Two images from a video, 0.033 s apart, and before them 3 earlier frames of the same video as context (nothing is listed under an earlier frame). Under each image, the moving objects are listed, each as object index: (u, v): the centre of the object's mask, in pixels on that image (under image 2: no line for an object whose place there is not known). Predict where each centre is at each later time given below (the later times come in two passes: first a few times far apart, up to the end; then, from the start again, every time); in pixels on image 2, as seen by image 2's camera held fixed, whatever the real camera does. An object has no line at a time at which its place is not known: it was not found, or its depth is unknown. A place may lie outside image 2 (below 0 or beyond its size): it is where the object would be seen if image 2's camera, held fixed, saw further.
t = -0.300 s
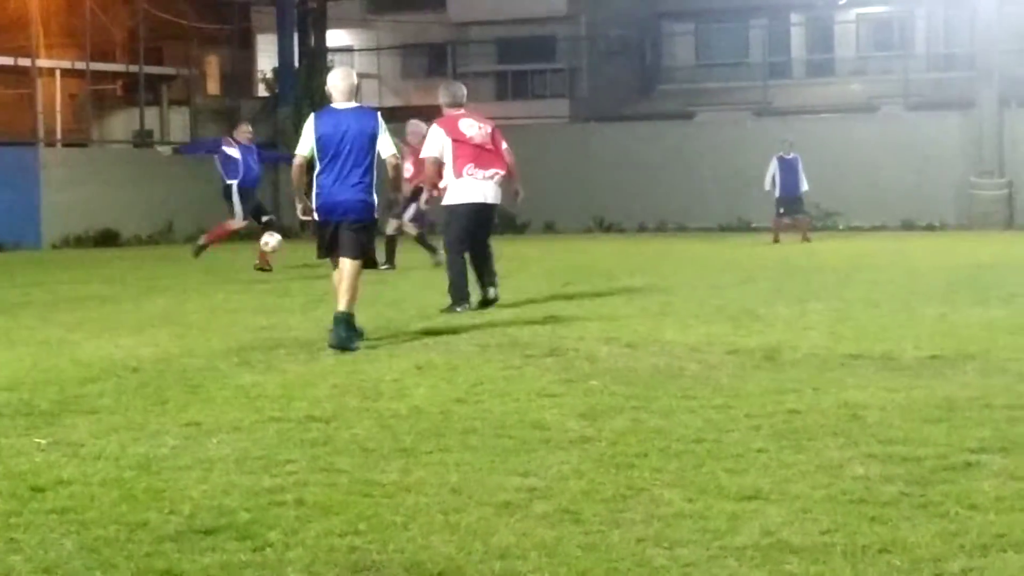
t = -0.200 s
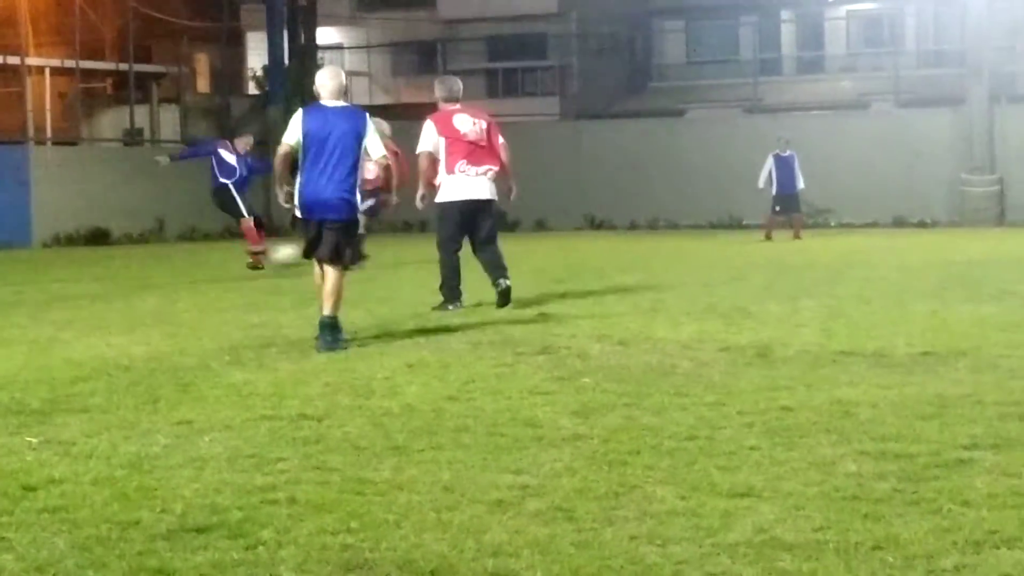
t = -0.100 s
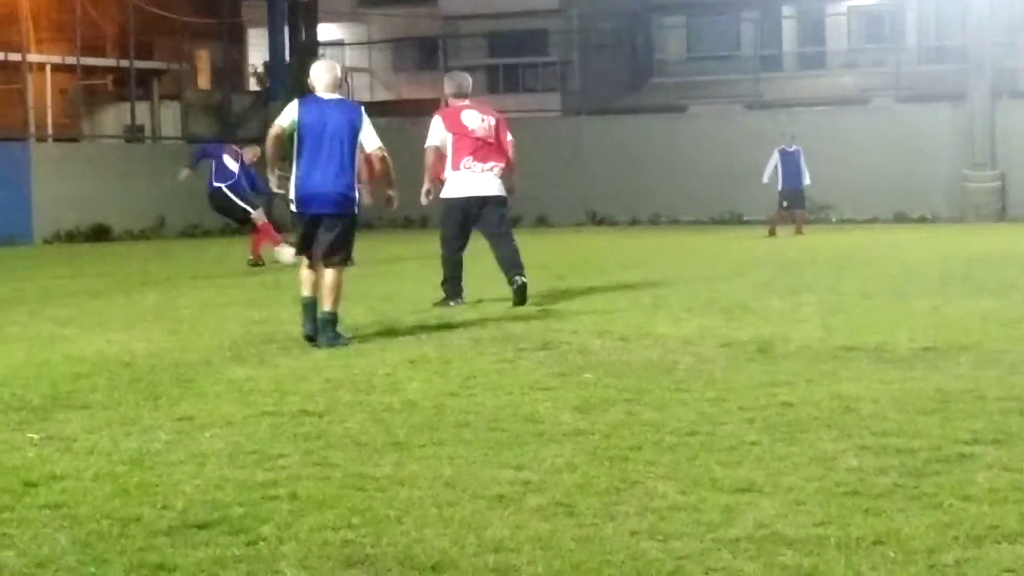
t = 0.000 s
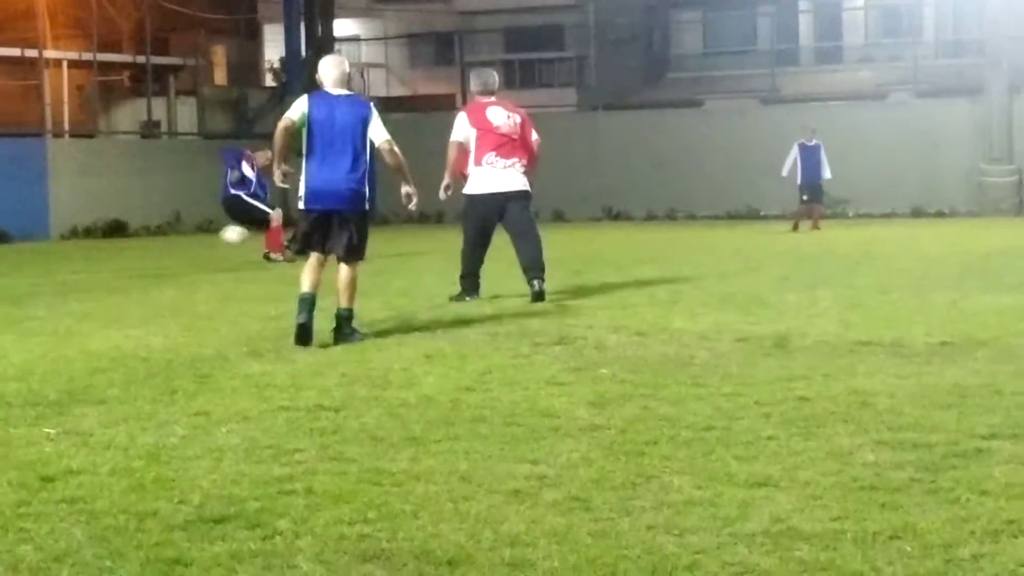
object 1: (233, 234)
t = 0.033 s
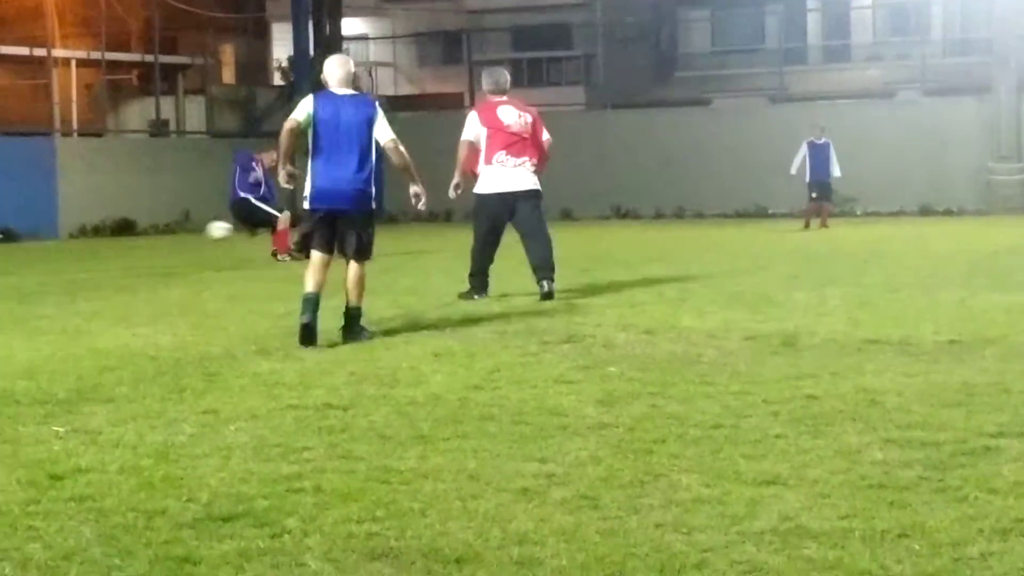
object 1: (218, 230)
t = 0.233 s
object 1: (78, 234)
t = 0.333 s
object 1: (10, 252)
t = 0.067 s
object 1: (196, 227)
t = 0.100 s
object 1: (171, 226)
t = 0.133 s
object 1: (148, 227)
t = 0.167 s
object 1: (125, 229)
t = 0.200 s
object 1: (102, 230)
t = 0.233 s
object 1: (78, 234)
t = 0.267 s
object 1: (55, 239)
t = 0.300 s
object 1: (32, 245)
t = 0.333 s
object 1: (10, 252)
